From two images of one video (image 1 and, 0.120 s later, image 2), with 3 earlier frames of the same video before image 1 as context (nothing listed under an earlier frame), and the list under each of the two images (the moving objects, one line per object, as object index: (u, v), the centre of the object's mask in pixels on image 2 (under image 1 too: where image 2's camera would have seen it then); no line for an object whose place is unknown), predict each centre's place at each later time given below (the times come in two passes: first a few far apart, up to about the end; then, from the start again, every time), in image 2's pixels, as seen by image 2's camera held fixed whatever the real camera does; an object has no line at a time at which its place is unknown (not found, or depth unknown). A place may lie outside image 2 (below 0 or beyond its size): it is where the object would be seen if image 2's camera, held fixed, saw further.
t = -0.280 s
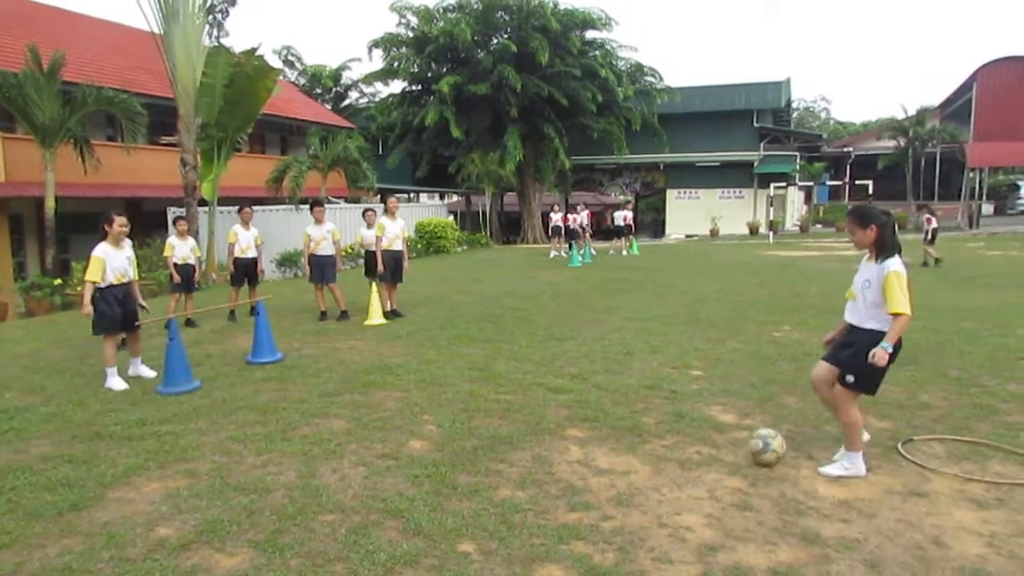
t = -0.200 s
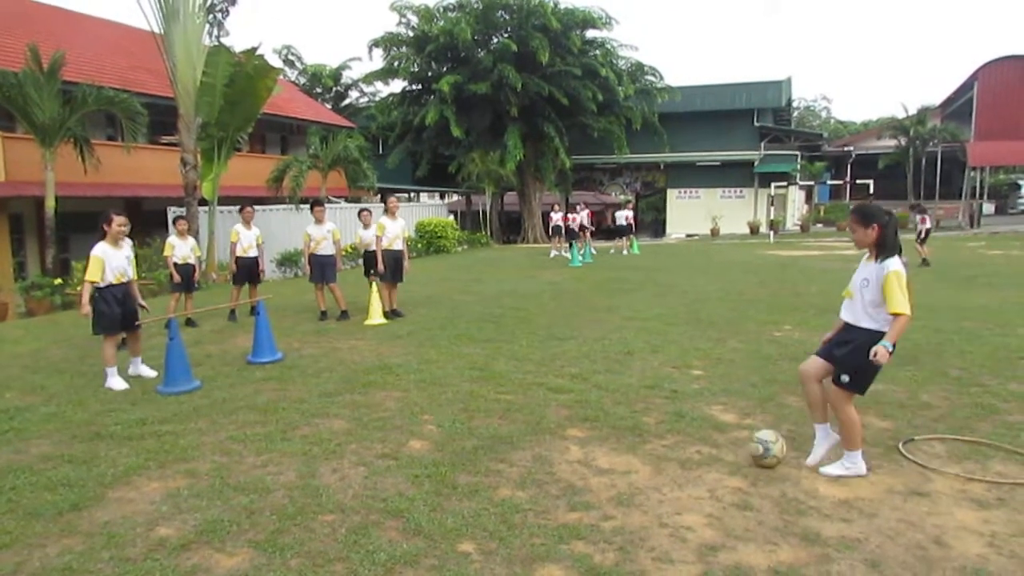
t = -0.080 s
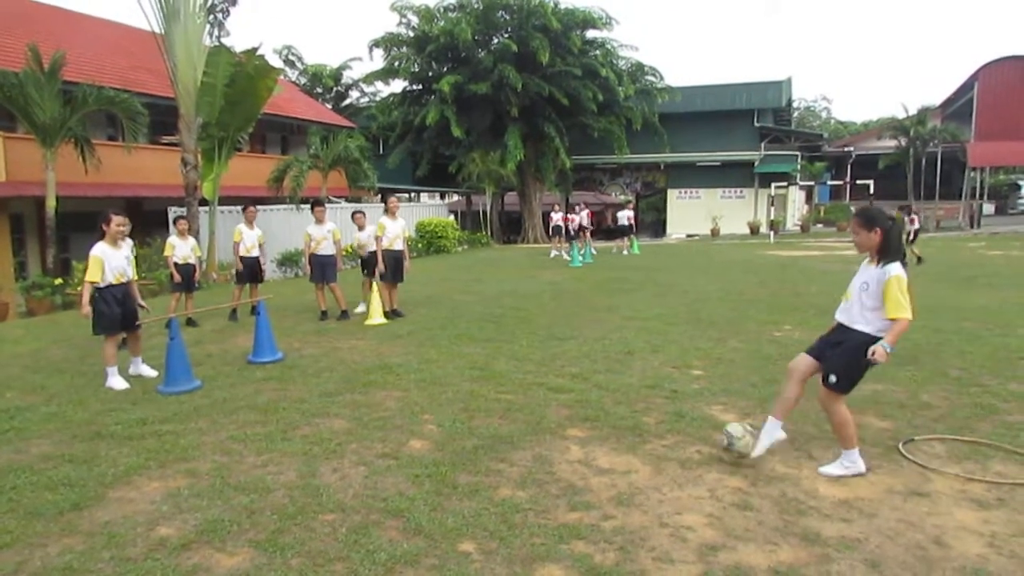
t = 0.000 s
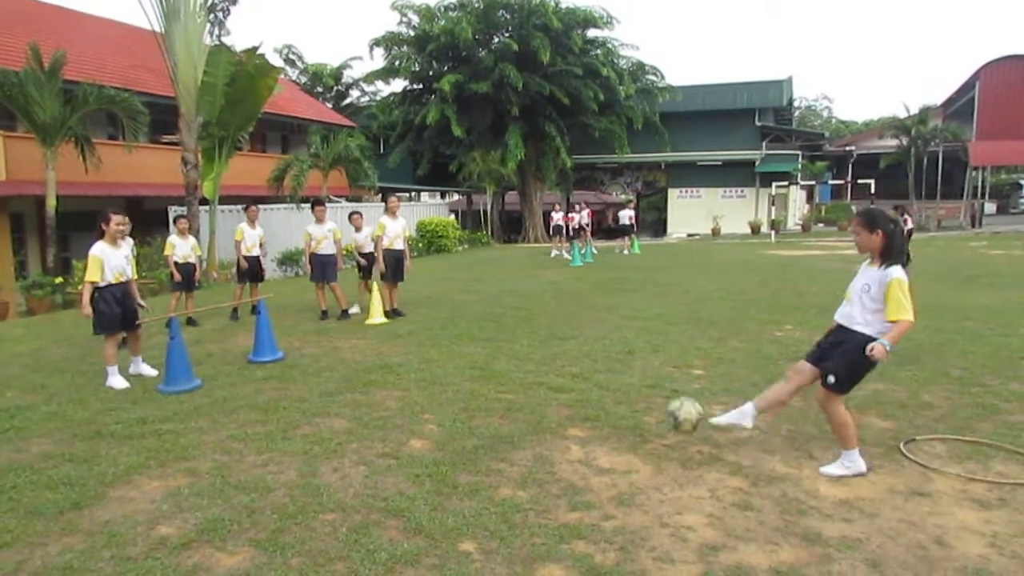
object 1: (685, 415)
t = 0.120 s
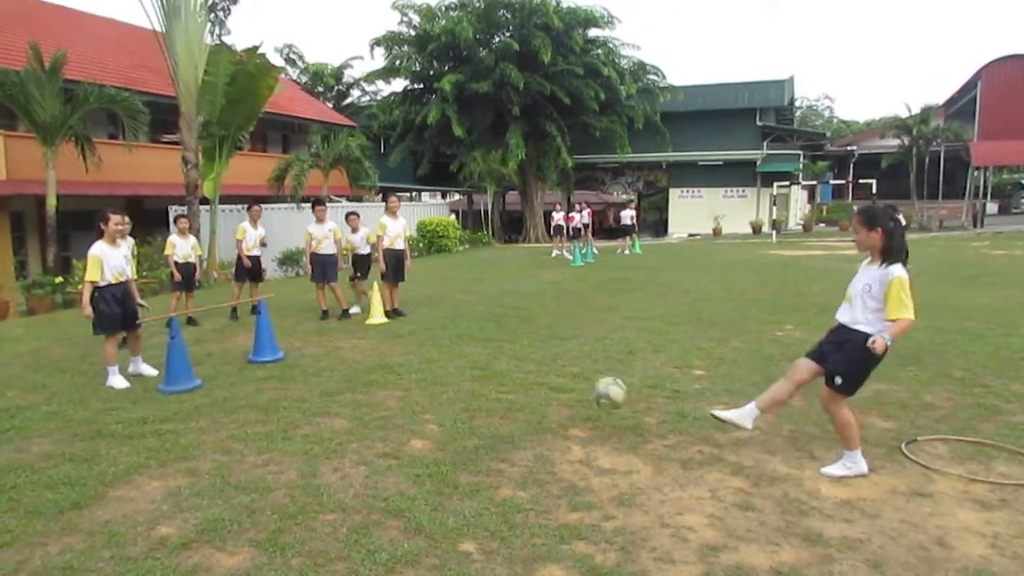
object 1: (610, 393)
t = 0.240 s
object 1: (541, 393)
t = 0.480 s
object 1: (446, 391)
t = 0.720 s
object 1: (380, 378)
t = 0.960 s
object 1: (326, 375)
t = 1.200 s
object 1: (277, 370)
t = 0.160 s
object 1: (586, 390)
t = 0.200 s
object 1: (563, 392)
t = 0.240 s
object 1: (541, 393)
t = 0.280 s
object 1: (522, 398)
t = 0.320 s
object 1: (500, 407)
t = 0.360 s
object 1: (484, 405)
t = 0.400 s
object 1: (470, 399)
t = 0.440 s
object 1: (456, 393)
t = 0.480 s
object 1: (446, 391)
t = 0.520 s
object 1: (432, 392)
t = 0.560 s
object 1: (421, 394)
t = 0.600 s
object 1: (409, 390)
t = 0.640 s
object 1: (399, 384)
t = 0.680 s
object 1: (390, 381)
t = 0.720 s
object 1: (380, 378)
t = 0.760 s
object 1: (371, 378)
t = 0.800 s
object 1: (362, 382)
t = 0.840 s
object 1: (352, 381)
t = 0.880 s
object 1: (343, 378)
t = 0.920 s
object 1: (334, 377)
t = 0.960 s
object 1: (326, 375)
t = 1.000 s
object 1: (318, 376)
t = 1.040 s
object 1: (310, 374)
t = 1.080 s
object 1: (301, 372)
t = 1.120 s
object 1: (293, 371)
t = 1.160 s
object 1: (285, 370)
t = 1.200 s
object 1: (277, 370)
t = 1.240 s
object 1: (269, 369)
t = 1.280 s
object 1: (262, 367)
